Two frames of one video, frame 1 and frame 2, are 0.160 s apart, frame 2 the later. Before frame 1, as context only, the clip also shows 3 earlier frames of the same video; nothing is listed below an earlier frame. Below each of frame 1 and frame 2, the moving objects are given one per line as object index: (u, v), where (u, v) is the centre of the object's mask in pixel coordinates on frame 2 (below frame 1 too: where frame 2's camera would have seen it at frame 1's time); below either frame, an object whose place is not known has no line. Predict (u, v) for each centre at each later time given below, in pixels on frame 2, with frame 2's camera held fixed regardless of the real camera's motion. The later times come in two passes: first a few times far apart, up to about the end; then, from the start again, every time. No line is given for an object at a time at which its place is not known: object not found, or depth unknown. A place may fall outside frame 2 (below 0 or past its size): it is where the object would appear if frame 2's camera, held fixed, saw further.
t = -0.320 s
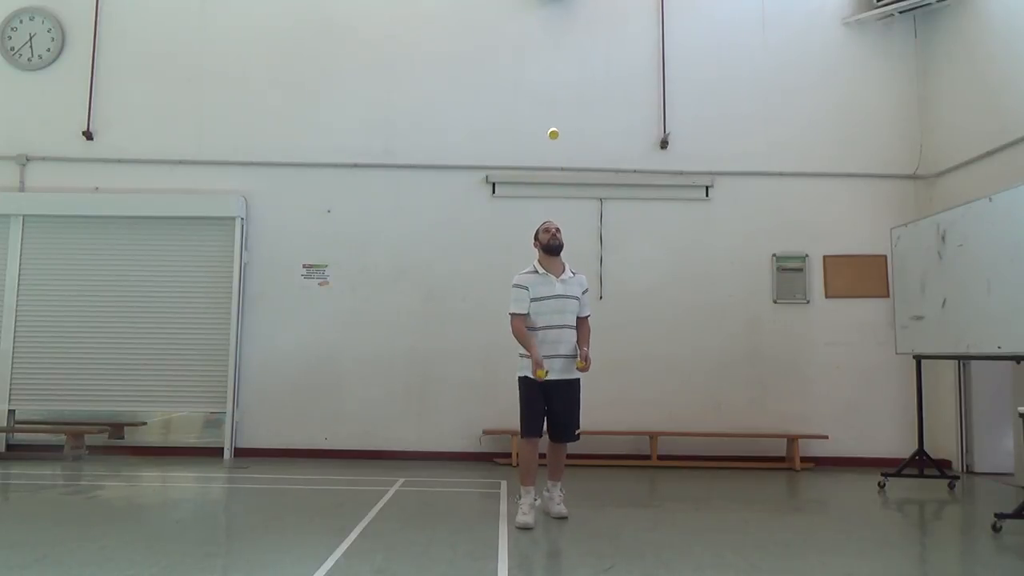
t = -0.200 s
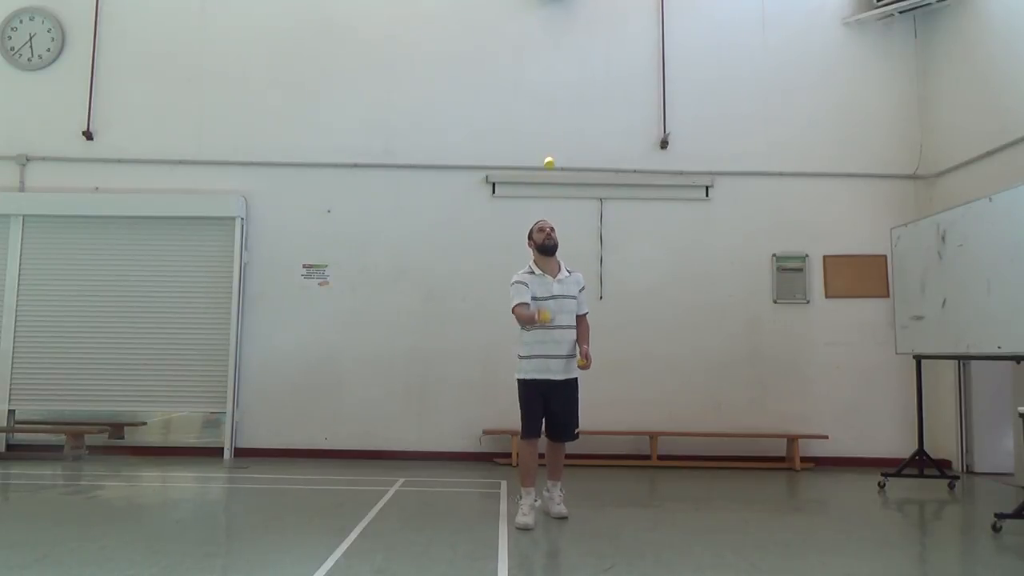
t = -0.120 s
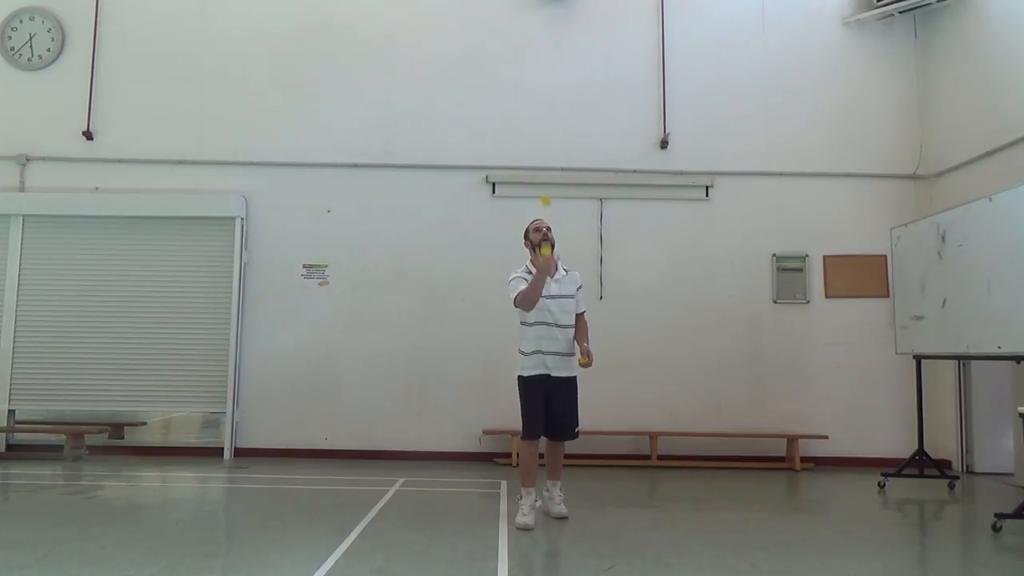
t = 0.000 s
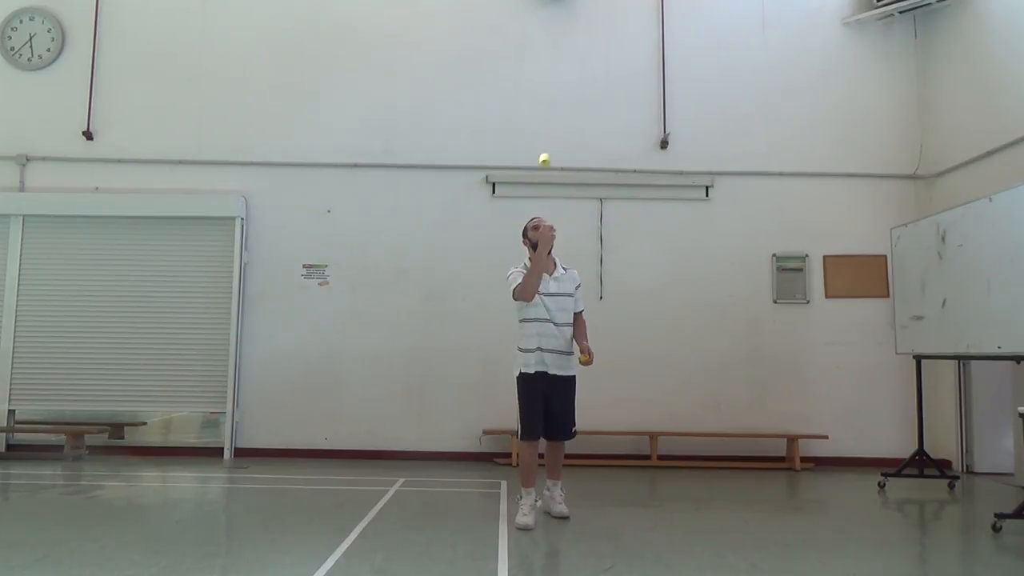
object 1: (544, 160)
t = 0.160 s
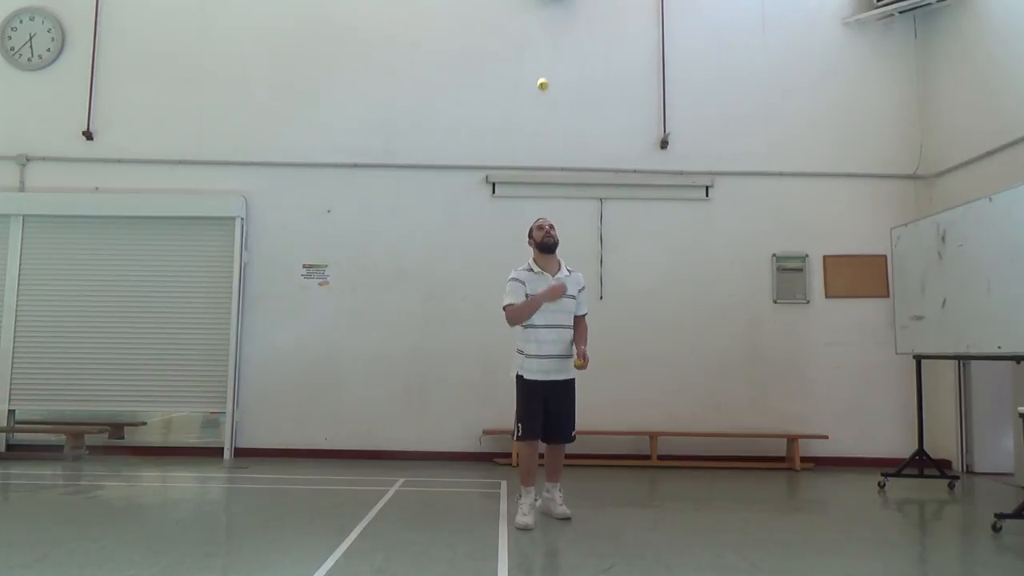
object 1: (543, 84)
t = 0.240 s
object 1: (541, 65)
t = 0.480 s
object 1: (538, 77)
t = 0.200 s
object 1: (542, 73)
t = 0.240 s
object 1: (541, 65)
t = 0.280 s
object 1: (541, 60)
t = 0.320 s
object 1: (541, 57)
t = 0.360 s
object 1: (540, 58)
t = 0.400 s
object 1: (539, 61)
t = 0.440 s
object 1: (538, 68)
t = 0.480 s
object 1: (538, 77)
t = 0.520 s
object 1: (537, 90)
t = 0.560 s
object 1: (536, 106)
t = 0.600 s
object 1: (535, 125)
